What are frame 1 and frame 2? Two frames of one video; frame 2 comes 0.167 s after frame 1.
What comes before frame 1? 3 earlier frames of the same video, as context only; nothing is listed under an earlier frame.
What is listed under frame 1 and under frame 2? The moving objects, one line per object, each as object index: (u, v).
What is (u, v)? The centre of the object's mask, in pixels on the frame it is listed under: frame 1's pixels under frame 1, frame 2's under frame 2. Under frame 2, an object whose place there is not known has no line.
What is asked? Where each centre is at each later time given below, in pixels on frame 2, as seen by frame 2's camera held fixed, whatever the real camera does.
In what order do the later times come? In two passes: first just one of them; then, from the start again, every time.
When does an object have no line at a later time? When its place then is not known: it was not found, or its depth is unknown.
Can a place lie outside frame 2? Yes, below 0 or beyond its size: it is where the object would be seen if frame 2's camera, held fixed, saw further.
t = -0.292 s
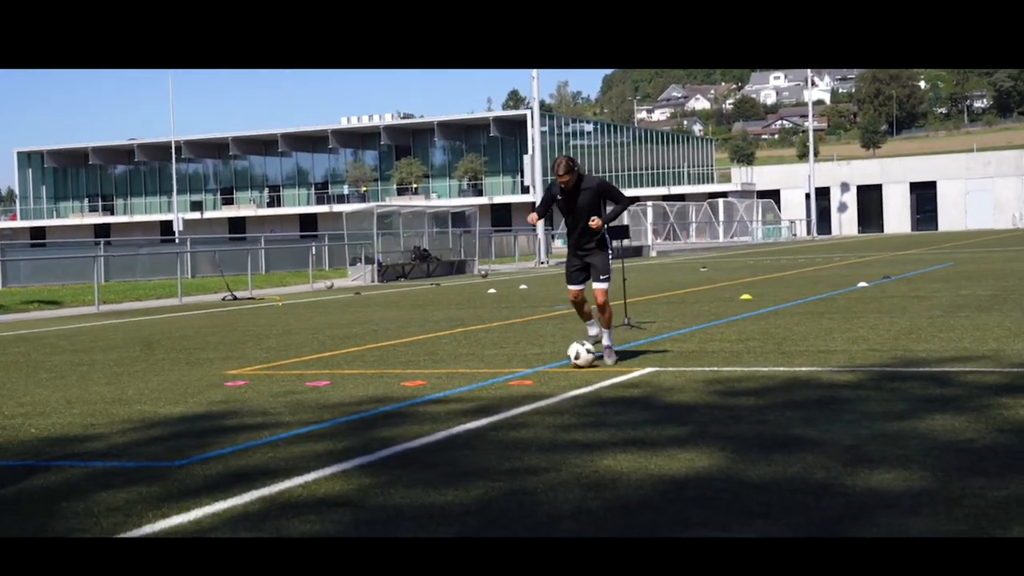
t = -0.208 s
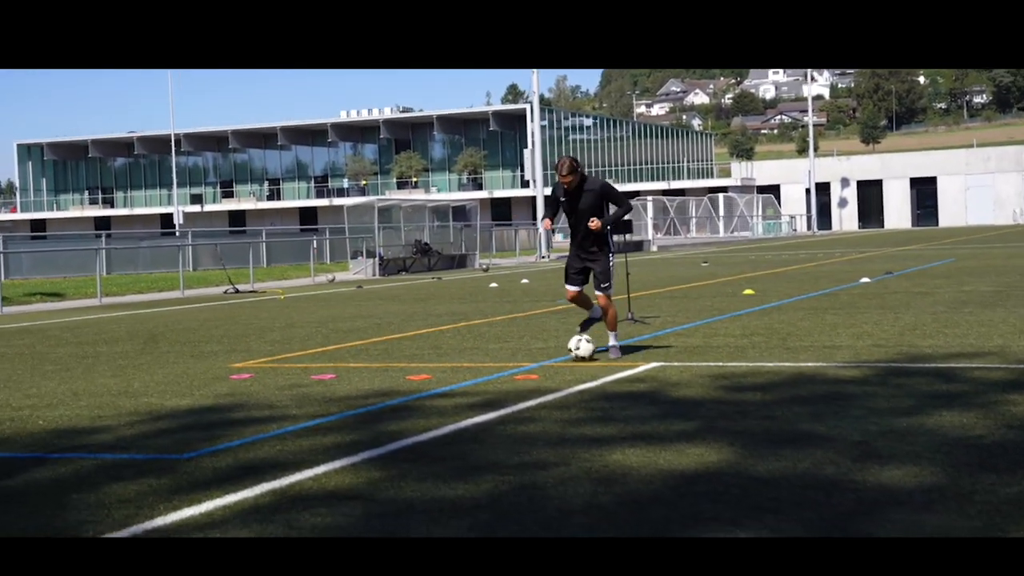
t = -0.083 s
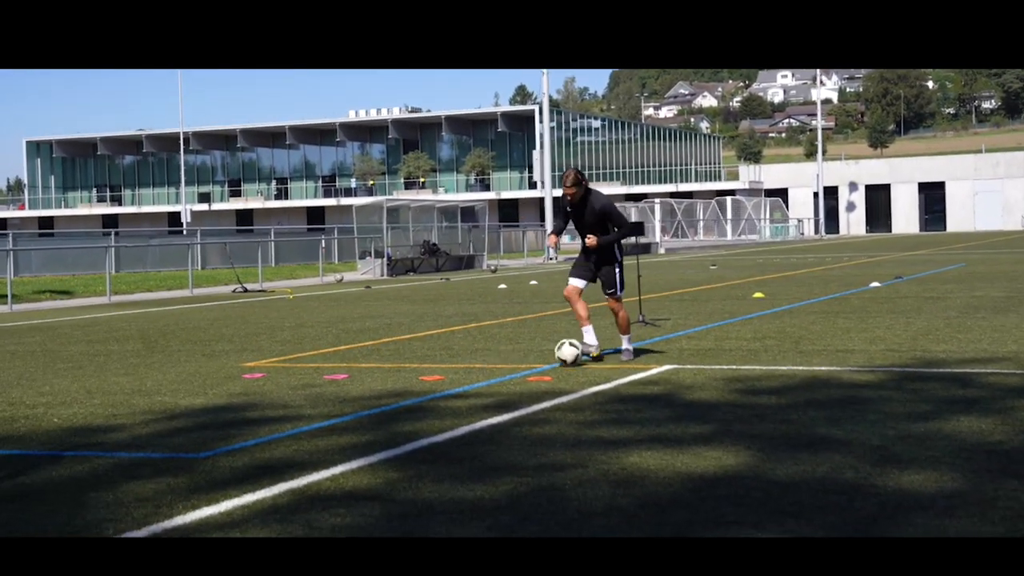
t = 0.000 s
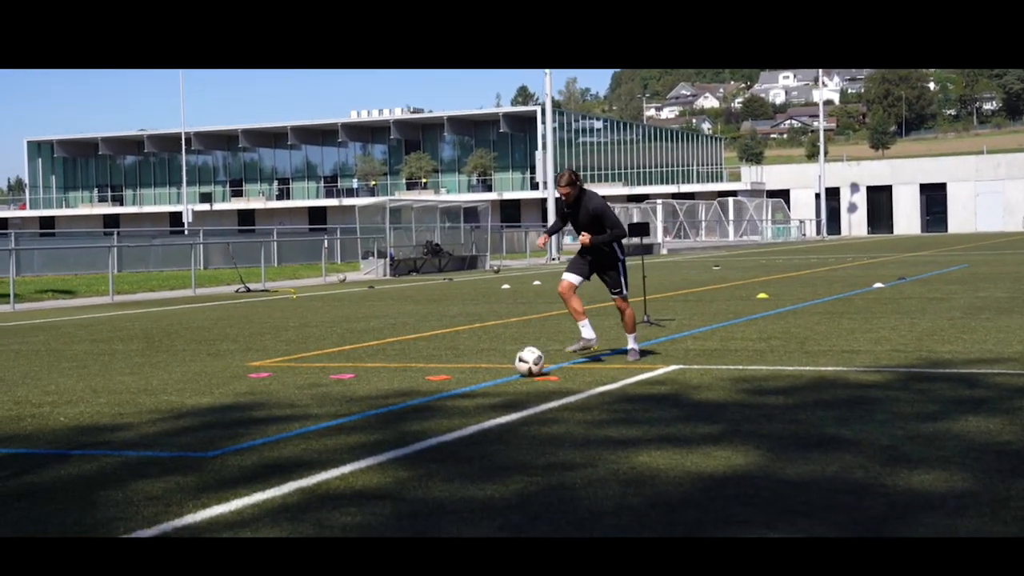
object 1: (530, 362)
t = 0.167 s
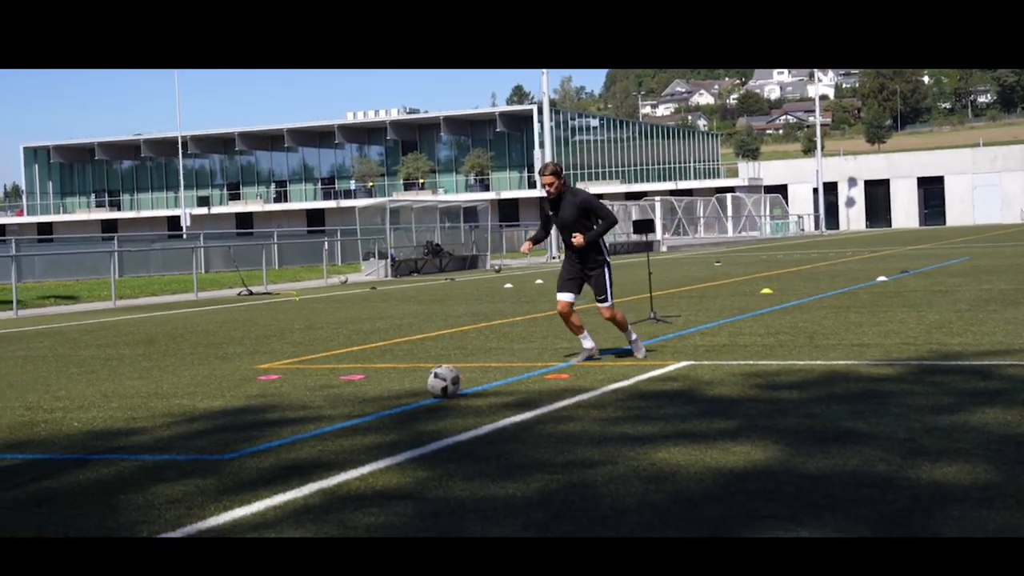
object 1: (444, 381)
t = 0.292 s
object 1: (365, 397)
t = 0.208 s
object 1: (418, 386)
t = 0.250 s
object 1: (391, 394)
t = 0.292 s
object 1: (365, 397)
